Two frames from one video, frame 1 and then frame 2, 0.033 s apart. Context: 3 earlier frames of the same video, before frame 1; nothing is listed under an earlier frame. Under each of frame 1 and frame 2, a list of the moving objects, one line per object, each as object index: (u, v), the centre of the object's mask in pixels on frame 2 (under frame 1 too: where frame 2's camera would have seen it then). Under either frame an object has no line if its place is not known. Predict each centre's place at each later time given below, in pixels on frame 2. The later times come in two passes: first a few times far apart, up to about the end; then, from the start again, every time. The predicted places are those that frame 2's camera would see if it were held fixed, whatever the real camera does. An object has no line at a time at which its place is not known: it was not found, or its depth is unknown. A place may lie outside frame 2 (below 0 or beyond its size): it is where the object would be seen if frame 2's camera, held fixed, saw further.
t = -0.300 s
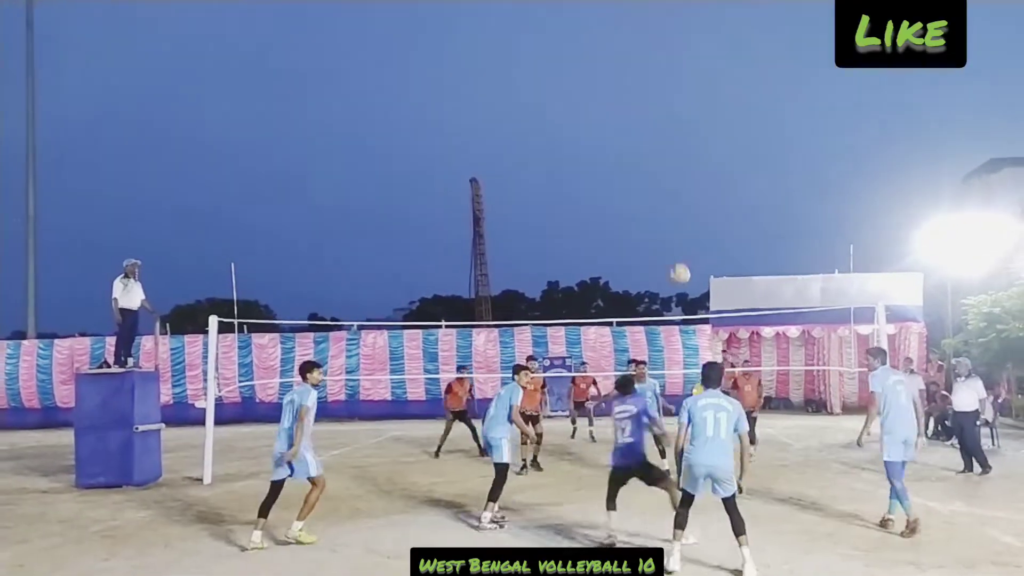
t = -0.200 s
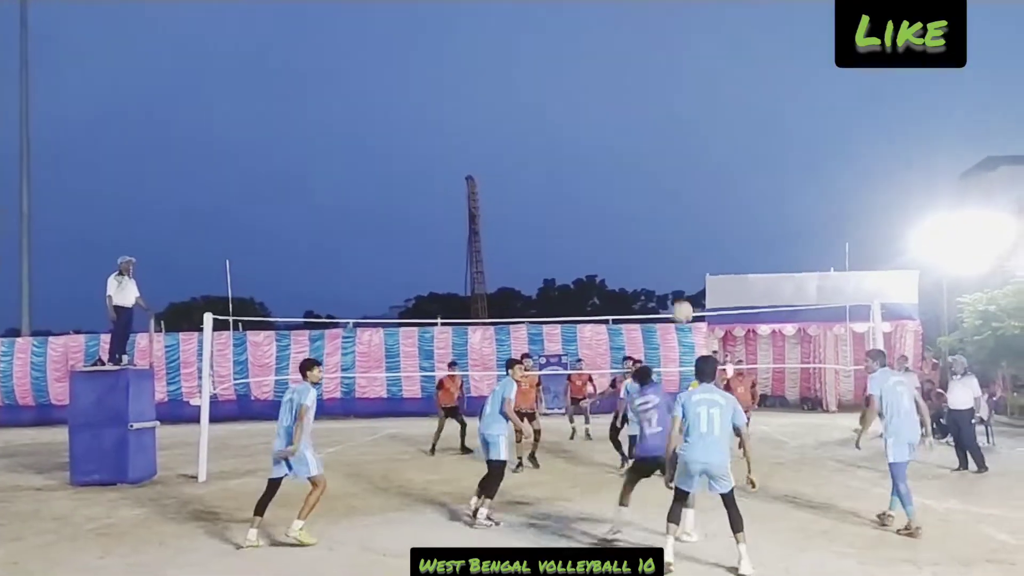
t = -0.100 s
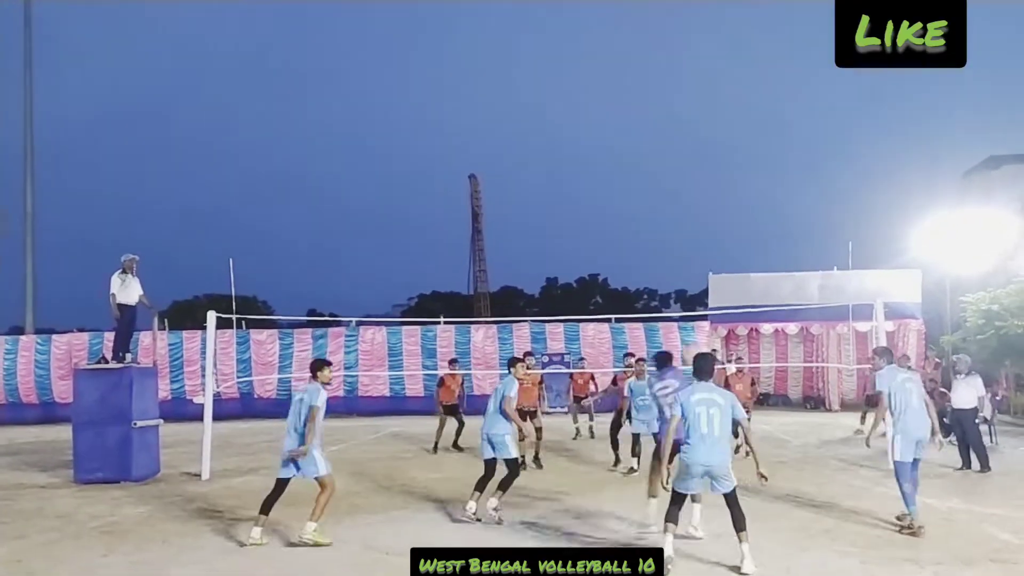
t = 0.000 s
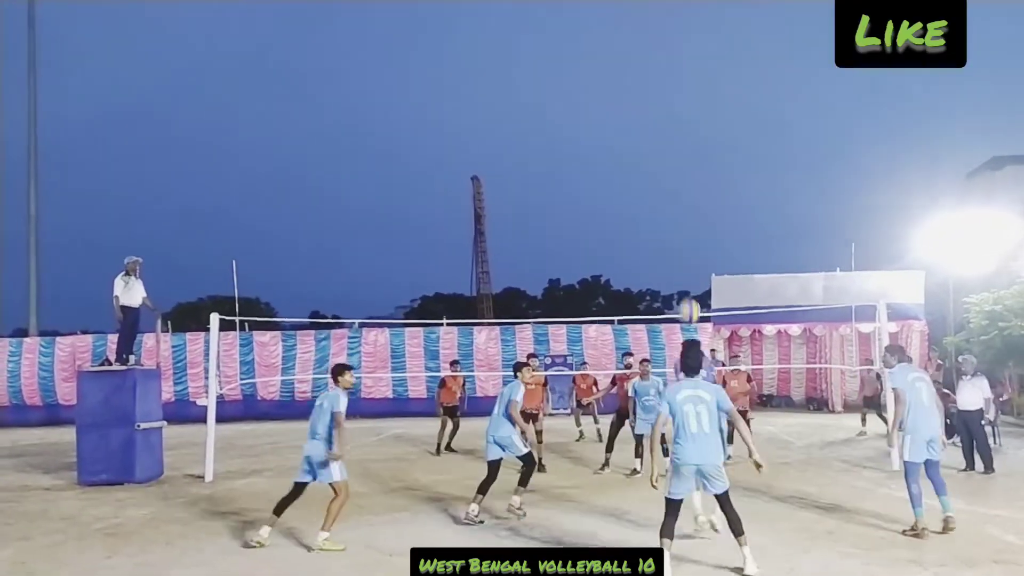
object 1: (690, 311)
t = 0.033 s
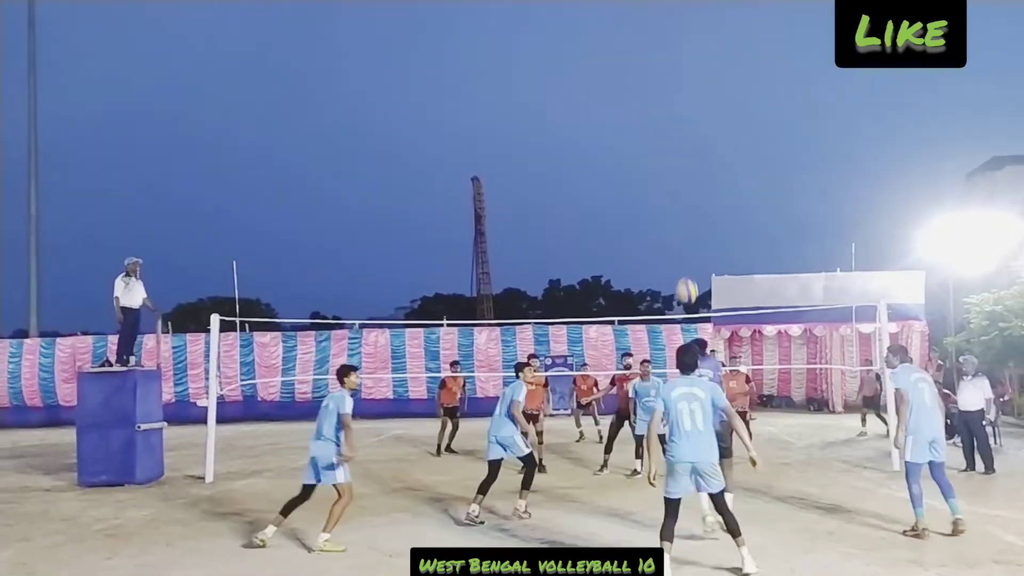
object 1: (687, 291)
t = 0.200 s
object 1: (675, 207)
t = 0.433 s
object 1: (662, 143)
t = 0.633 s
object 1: (655, 130)
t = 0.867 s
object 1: (653, 156)
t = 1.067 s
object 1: (654, 208)
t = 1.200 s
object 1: (655, 257)
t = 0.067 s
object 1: (684, 271)
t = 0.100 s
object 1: (682, 252)
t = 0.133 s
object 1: (680, 236)
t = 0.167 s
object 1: (677, 221)
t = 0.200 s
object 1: (675, 207)
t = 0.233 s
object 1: (673, 194)
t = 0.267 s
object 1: (671, 182)
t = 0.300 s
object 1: (668, 172)
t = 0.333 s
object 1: (667, 163)
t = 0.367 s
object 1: (665, 155)
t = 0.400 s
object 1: (664, 149)
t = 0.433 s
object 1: (662, 143)
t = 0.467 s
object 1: (661, 138)
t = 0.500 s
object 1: (659, 134)
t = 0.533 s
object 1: (658, 132)
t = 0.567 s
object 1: (657, 130)
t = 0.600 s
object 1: (656, 129)
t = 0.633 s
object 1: (655, 130)
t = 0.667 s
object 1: (654, 131)
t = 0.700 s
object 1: (653, 133)
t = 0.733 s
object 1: (653, 136)
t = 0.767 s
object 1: (653, 140)
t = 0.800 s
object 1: (653, 144)
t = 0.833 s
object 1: (653, 150)
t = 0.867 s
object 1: (653, 156)
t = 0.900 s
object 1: (653, 163)
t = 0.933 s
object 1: (653, 170)
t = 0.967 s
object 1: (654, 178)
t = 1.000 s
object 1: (653, 187)
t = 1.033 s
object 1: (654, 197)
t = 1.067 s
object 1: (654, 208)
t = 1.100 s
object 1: (654, 213)
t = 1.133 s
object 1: (654, 232)
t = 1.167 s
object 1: (655, 244)
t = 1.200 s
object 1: (655, 257)
